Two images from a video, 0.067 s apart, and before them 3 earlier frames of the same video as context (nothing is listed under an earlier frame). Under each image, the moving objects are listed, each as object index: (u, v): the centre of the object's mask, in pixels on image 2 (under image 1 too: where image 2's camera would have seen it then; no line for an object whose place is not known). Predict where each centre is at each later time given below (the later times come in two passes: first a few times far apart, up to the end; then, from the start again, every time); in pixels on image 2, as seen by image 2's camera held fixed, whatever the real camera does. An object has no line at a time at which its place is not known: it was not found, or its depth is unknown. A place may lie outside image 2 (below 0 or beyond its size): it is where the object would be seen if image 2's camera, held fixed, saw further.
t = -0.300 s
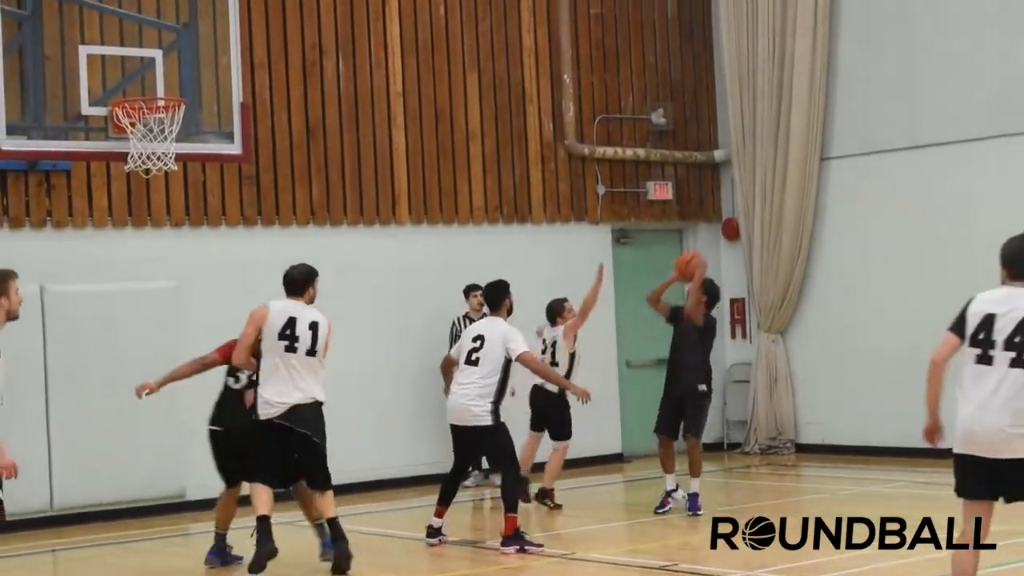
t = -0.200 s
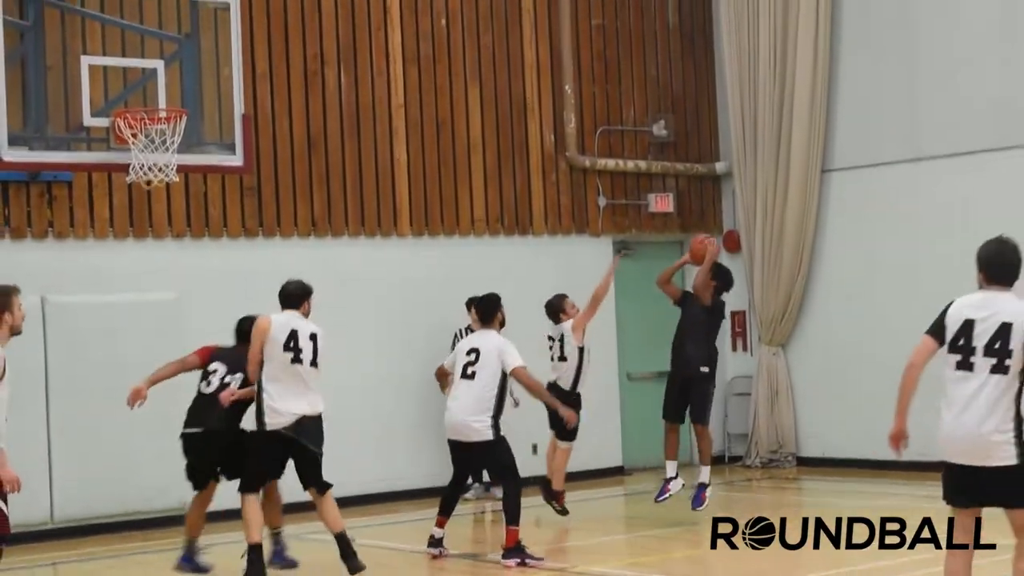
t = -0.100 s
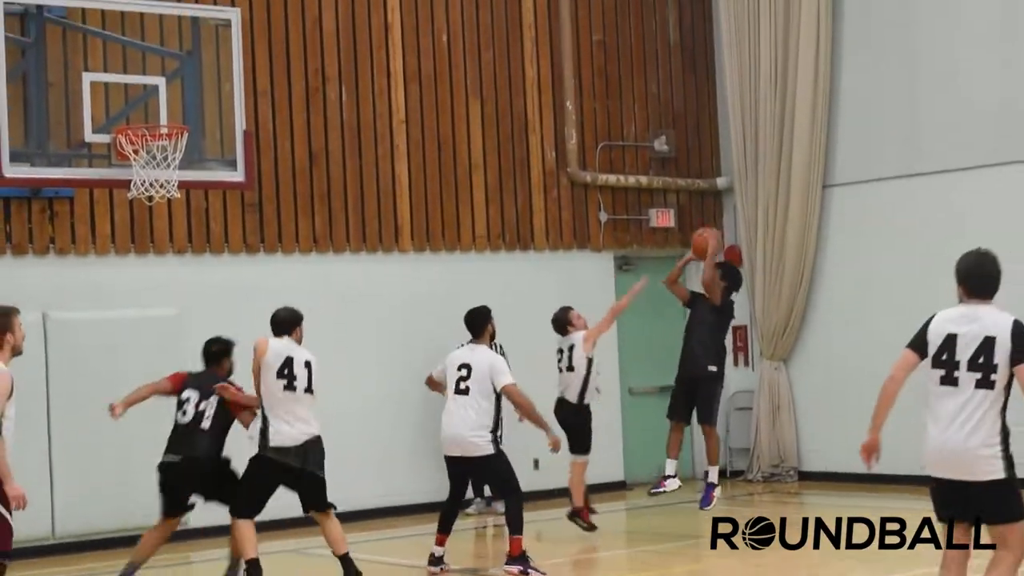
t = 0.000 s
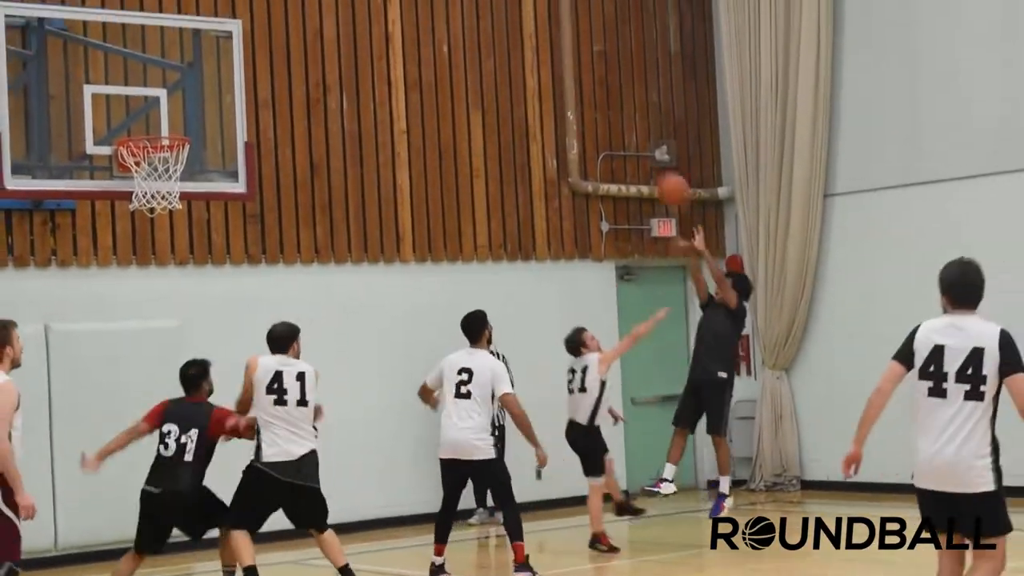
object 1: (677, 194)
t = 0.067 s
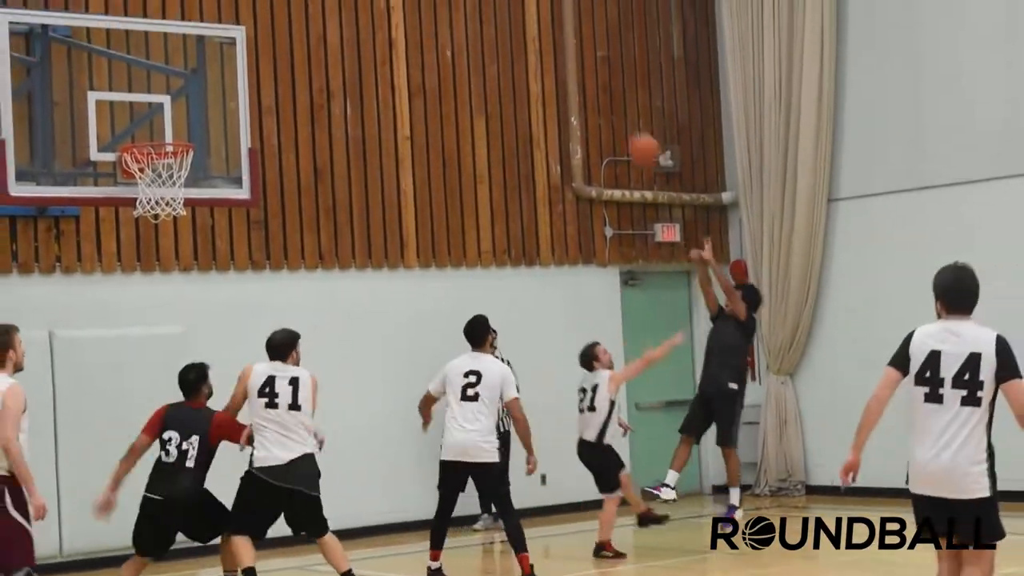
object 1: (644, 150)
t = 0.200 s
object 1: (578, 76)
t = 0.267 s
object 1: (545, 49)
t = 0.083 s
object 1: (635, 139)
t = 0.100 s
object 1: (627, 128)
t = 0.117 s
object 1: (619, 119)
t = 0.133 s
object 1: (612, 110)
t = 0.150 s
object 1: (603, 100)
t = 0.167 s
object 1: (594, 94)
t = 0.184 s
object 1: (587, 85)
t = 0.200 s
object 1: (578, 76)
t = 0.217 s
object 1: (570, 69)
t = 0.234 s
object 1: (560, 62)
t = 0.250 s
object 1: (552, 55)
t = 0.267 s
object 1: (545, 49)
